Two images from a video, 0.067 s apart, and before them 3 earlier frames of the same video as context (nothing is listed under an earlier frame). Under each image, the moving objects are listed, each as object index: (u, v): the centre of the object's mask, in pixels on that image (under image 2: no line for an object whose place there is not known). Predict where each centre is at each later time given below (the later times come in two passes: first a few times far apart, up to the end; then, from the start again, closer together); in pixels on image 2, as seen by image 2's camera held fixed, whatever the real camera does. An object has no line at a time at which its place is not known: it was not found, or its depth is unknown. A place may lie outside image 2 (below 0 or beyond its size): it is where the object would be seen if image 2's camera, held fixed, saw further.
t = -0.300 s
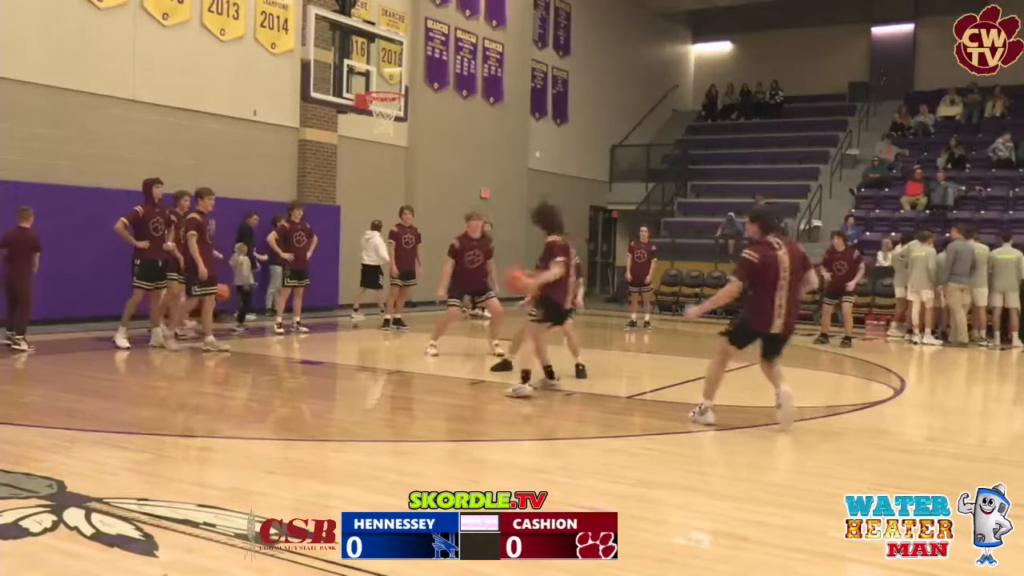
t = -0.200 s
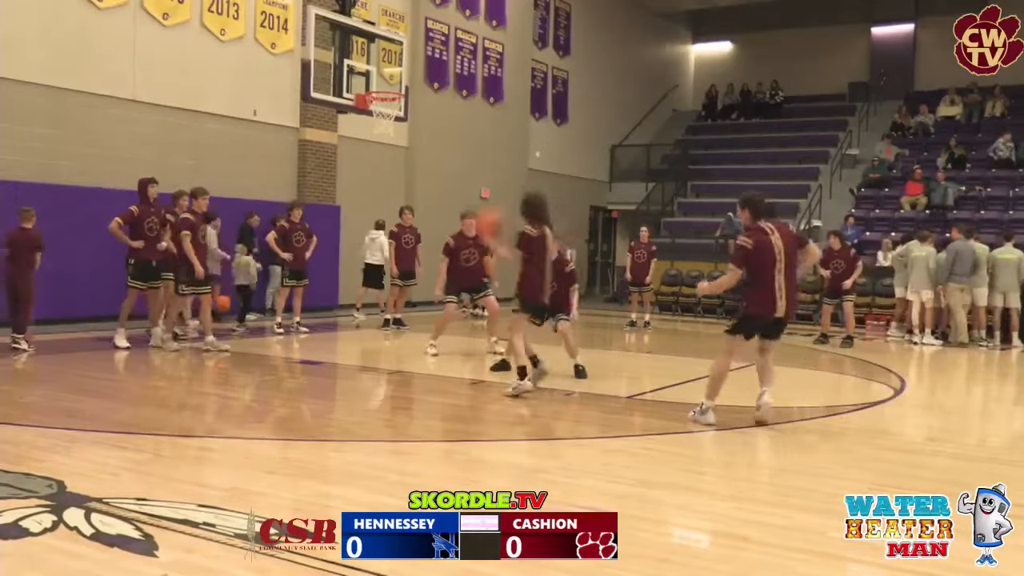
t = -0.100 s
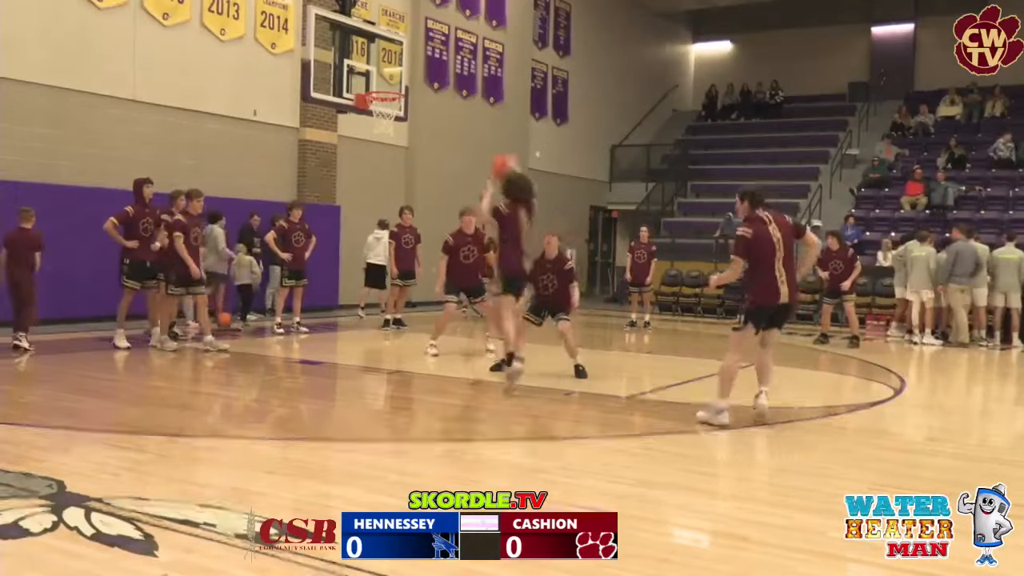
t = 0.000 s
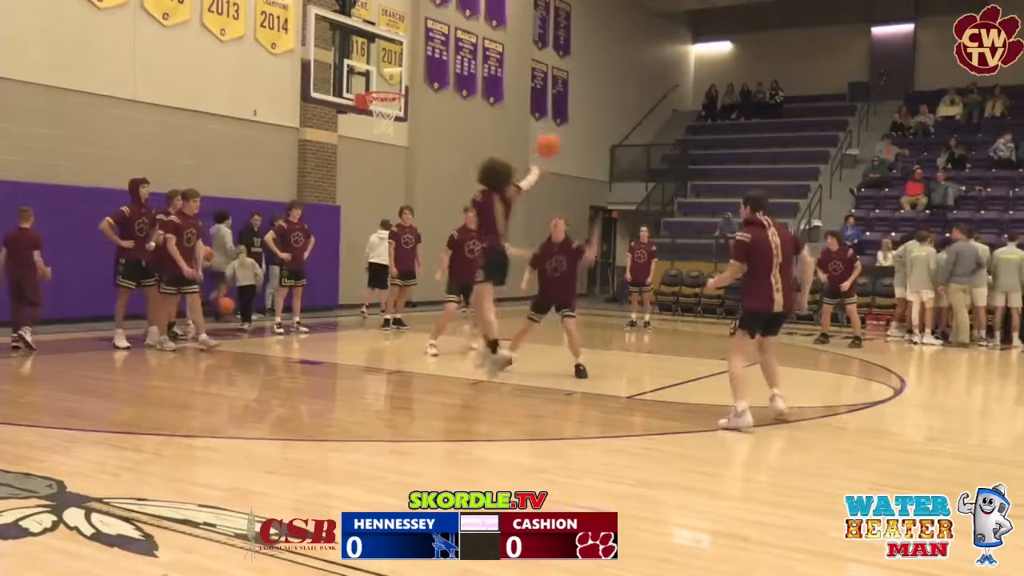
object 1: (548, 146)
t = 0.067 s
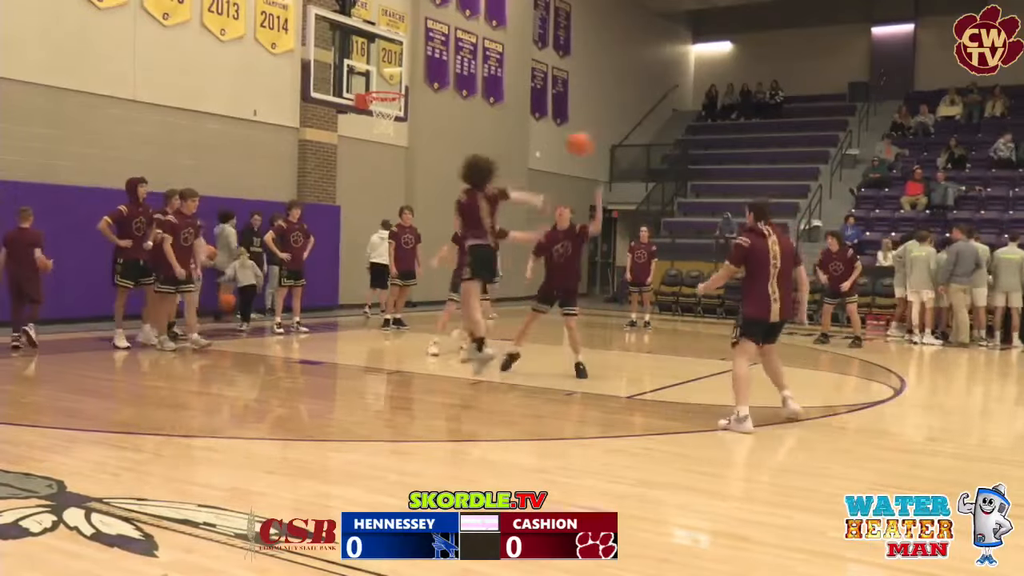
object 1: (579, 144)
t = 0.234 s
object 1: (649, 156)
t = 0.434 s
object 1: (714, 197)
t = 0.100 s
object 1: (595, 143)
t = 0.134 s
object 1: (608, 146)
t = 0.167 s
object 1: (624, 149)
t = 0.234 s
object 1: (649, 156)
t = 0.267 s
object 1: (661, 161)
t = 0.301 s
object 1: (673, 168)
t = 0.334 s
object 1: (684, 174)
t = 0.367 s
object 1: (694, 181)
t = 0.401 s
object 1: (704, 188)
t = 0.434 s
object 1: (714, 197)
